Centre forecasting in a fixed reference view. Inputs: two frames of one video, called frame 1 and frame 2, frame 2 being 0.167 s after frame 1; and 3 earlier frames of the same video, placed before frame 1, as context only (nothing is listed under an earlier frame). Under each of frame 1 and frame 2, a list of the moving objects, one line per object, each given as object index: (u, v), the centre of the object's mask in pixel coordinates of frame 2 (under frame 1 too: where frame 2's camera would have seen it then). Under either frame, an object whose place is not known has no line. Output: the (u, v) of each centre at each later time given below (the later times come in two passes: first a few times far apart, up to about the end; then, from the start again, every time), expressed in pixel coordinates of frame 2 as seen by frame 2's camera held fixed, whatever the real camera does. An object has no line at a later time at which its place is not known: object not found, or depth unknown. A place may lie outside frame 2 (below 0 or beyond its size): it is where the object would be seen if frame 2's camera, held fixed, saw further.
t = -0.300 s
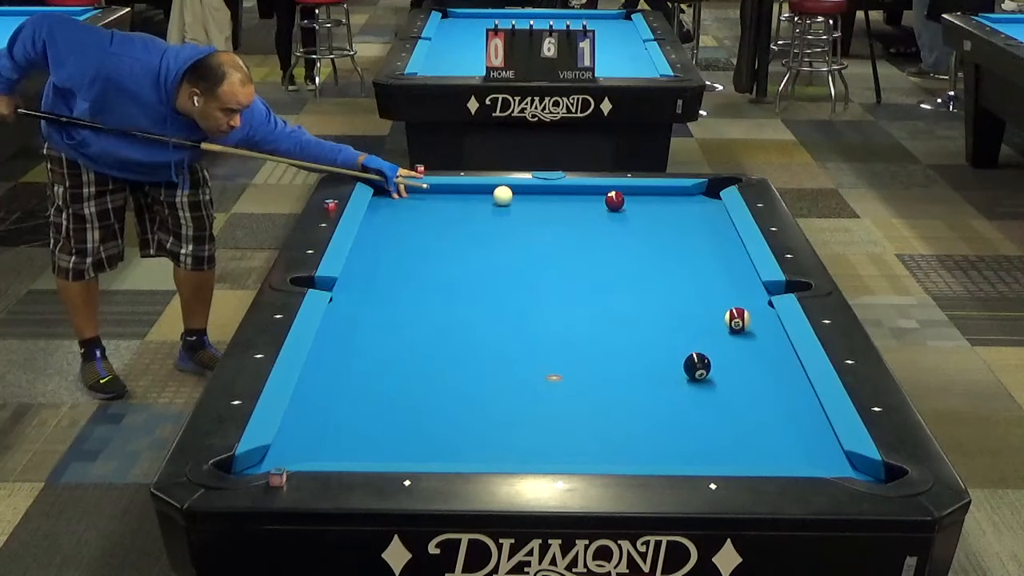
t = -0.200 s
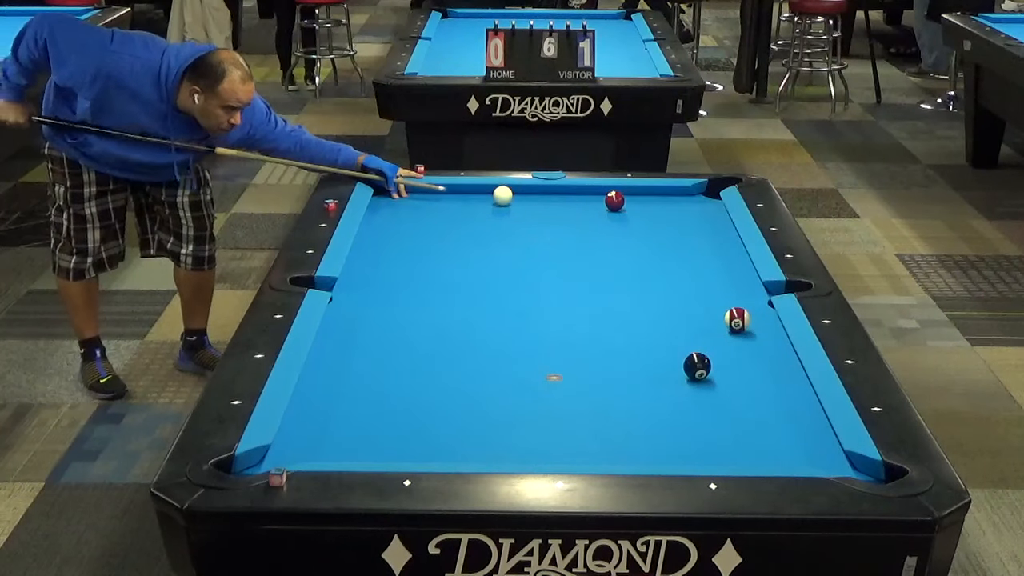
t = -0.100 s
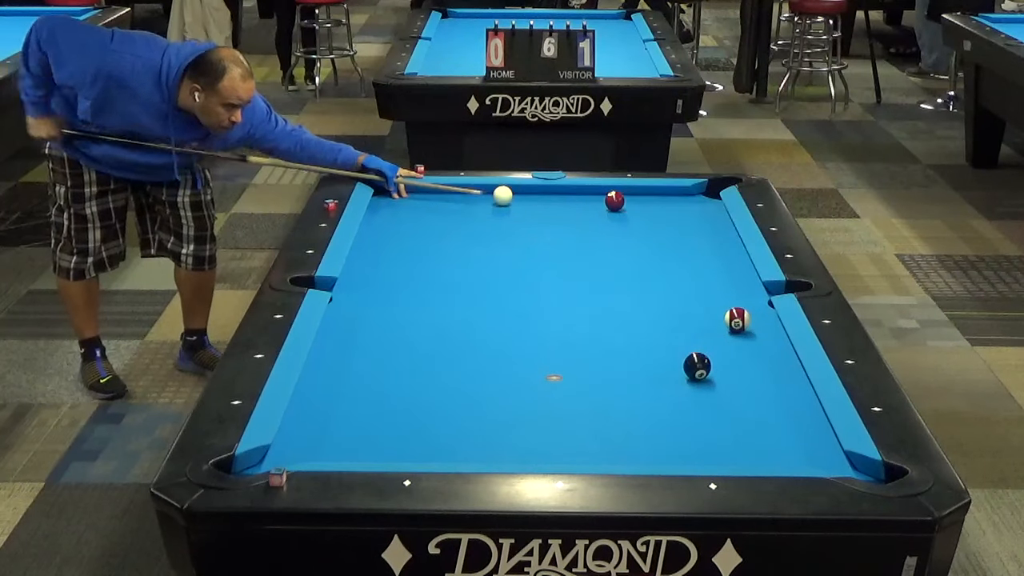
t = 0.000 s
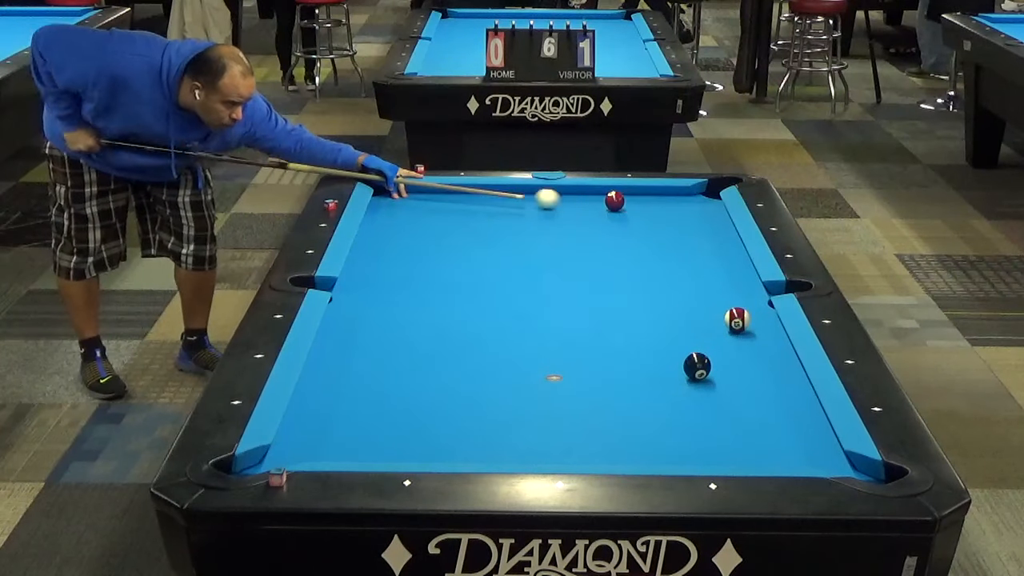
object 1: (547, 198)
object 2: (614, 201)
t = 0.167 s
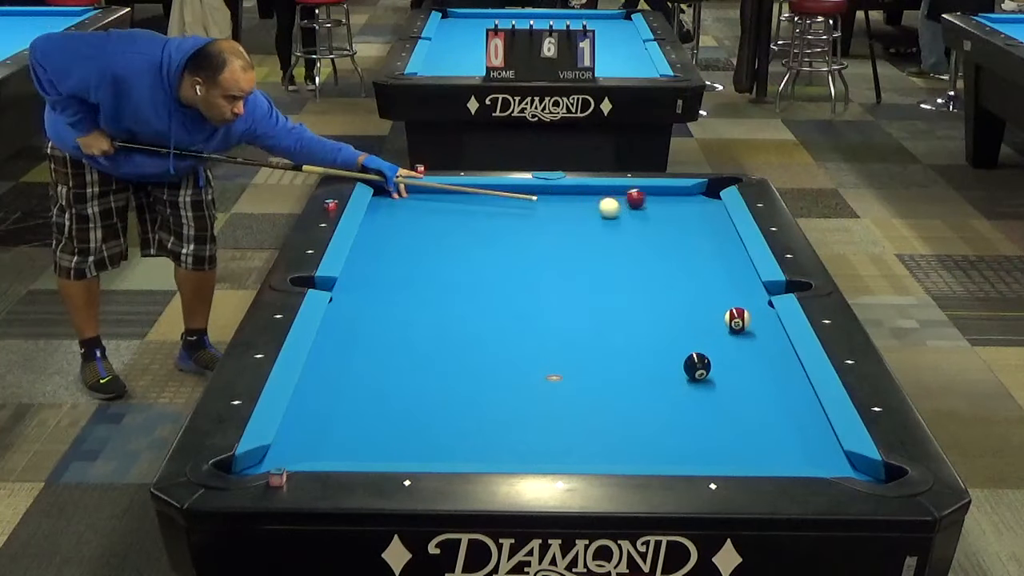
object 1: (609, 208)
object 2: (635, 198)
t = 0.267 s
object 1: (631, 215)
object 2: (659, 196)
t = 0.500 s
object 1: (687, 231)
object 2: (707, 191)
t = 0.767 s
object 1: (725, 253)
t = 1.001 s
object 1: (698, 273)
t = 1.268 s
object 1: (666, 298)
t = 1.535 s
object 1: (631, 325)
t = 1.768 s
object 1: (598, 350)
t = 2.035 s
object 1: (558, 381)
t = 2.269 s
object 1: (520, 411)
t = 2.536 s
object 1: (473, 447)
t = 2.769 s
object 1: (432, 447)
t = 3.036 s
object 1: (391, 425)
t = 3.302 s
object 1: (355, 404)
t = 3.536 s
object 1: (327, 388)
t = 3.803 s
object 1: (325, 373)
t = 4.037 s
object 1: (346, 362)
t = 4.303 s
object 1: (368, 351)
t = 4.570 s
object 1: (388, 342)
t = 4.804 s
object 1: (403, 334)
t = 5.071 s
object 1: (419, 326)
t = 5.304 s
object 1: (432, 320)
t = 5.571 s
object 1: (445, 315)
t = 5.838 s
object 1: (457, 309)
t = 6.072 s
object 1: (466, 305)
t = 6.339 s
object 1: (475, 301)
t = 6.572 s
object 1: (481, 298)
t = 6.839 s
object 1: (488, 296)
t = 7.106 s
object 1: (492, 294)
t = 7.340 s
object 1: (495, 292)
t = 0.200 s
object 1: (616, 210)
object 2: (644, 197)
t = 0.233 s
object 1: (624, 213)
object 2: (652, 197)
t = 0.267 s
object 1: (631, 215)
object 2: (659, 196)
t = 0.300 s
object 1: (639, 217)
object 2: (666, 195)
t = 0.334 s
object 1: (647, 219)
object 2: (673, 194)
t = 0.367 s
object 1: (655, 222)
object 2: (680, 194)
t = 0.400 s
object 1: (663, 224)
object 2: (686, 193)
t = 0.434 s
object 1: (671, 227)
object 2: (693, 192)
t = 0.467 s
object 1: (679, 229)
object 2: (700, 191)
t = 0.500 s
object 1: (687, 231)
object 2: (707, 191)
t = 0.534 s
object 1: (695, 234)
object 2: (712, 189)
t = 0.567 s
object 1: (704, 237)
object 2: (717, 188)
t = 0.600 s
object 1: (712, 239)
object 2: (722, 186)
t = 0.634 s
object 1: (720, 242)
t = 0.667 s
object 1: (729, 244)
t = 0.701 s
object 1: (732, 247)
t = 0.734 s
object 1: (728, 250)
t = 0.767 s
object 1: (725, 253)
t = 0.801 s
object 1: (721, 255)
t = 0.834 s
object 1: (717, 258)
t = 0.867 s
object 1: (713, 261)
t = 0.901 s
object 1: (710, 264)
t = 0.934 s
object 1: (706, 267)
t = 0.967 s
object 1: (702, 270)
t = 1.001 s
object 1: (698, 273)
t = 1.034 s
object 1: (694, 275)
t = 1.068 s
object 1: (690, 279)
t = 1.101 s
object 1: (686, 282)
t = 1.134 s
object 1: (682, 285)
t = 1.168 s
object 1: (678, 288)
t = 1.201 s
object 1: (674, 291)
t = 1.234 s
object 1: (670, 294)
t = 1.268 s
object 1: (666, 298)
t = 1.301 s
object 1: (662, 301)
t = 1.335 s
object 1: (657, 304)
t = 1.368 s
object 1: (653, 307)
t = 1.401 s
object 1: (649, 311)
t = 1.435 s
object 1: (644, 314)
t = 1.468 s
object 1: (640, 318)
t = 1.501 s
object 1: (635, 321)
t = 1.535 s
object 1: (631, 325)
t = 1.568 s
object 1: (626, 328)
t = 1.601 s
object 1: (622, 332)
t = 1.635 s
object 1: (617, 335)
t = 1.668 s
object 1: (612, 339)
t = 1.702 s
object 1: (608, 343)
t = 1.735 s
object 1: (603, 347)
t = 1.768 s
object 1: (598, 350)
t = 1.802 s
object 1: (594, 354)
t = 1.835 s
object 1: (588, 358)
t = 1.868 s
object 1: (584, 362)
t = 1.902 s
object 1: (578, 365)
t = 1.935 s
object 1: (573, 369)
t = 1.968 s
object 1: (568, 373)
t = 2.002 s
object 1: (563, 377)
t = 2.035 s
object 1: (558, 381)
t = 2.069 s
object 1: (552, 385)
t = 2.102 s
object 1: (547, 390)
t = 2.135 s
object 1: (541, 394)
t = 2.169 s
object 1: (536, 398)
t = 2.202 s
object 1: (531, 402)
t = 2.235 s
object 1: (526, 406)
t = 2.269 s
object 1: (520, 411)
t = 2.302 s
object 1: (514, 415)
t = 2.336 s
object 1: (508, 420)
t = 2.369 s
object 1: (502, 424)
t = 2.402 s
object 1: (496, 428)
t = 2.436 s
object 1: (490, 433)
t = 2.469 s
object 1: (485, 438)
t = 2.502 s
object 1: (478, 442)
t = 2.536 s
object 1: (473, 447)
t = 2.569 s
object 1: (467, 449)
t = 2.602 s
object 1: (461, 452)
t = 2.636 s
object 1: (455, 455)
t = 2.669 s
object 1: (449, 453)
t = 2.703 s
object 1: (443, 451)
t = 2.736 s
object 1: (438, 450)
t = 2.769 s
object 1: (432, 447)
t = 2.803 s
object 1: (426, 445)
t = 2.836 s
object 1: (421, 442)
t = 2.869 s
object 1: (416, 440)
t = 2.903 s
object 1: (411, 437)
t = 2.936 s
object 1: (406, 434)
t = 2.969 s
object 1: (401, 431)
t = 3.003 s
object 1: (396, 428)
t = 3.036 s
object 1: (391, 425)
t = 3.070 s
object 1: (386, 422)
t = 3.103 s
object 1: (382, 420)
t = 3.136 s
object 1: (377, 417)
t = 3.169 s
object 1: (372, 414)
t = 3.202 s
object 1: (368, 412)
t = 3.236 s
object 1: (363, 409)
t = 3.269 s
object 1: (359, 406)
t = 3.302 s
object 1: (355, 404)
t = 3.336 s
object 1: (351, 402)
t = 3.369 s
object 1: (347, 399)
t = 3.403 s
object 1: (343, 397)
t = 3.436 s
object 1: (339, 395)
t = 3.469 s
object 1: (335, 392)
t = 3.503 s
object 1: (331, 390)
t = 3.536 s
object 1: (327, 388)
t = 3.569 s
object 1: (323, 385)
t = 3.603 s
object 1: (320, 383)
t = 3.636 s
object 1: (316, 381)
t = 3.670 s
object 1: (313, 379)
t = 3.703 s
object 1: (316, 377)
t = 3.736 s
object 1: (319, 376)
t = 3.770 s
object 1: (322, 374)
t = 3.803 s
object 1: (325, 373)
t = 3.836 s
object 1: (328, 371)
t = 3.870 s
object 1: (331, 370)
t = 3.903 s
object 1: (334, 368)
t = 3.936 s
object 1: (337, 367)
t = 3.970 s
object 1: (340, 365)
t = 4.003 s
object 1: (343, 364)
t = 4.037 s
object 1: (346, 362)
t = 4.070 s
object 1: (349, 361)
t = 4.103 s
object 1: (352, 359)
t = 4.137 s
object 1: (355, 358)
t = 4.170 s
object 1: (358, 356)
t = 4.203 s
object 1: (360, 355)
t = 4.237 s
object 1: (363, 354)
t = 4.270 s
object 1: (366, 353)
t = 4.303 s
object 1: (368, 351)
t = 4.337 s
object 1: (371, 350)
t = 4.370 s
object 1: (373, 349)
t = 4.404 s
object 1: (376, 348)
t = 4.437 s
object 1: (378, 346)
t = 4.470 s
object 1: (381, 345)
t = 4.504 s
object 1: (383, 344)
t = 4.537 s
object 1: (385, 343)
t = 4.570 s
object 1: (388, 342)
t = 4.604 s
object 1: (390, 340)
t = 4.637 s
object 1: (392, 339)
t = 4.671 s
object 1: (395, 338)
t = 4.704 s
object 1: (397, 337)
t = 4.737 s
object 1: (399, 336)
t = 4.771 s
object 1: (401, 335)
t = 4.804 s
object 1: (403, 334)
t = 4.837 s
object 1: (405, 333)
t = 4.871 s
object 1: (407, 332)
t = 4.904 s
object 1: (410, 331)
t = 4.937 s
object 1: (412, 330)
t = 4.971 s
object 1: (413, 329)
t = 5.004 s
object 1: (416, 328)
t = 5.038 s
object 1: (417, 327)
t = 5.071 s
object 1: (419, 326)
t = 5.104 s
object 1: (421, 325)
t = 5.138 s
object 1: (423, 325)
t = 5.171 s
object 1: (425, 324)
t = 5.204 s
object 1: (427, 323)
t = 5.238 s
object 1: (428, 322)
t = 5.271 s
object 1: (430, 321)
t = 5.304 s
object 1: (432, 320)
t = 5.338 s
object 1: (434, 320)
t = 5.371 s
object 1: (435, 319)
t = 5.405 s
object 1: (437, 318)
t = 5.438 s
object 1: (439, 317)
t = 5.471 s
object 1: (440, 317)
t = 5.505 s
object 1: (442, 316)
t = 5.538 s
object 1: (444, 315)
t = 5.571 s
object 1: (445, 315)
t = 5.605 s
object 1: (447, 314)
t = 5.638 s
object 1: (448, 313)
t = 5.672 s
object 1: (450, 313)
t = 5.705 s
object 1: (451, 312)
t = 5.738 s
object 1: (453, 311)
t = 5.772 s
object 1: (454, 311)
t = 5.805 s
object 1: (456, 310)
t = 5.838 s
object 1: (457, 309)
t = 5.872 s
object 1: (459, 309)
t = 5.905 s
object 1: (460, 308)
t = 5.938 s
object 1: (461, 308)
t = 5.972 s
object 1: (463, 307)
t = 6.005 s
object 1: (464, 306)
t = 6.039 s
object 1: (465, 306)
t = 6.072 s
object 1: (466, 305)
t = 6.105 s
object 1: (468, 305)
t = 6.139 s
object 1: (469, 304)
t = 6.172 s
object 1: (470, 304)
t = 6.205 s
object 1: (471, 303)
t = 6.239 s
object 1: (472, 303)
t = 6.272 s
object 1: (473, 302)
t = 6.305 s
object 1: (474, 302)
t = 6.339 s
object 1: (475, 301)
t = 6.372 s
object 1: (476, 301)
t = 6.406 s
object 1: (477, 300)
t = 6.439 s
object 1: (478, 300)
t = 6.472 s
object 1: (479, 300)
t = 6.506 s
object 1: (480, 299)
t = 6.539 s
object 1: (480, 299)
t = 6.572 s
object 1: (481, 298)
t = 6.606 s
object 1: (482, 298)
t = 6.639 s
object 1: (483, 298)
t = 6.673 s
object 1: (484, 297)
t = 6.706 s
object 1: (485, 297)
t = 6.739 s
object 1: (485, 296)
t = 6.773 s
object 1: (486, 296)
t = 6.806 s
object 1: (487, 296)
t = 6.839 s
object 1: (488, 296)
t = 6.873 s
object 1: (488, 295)
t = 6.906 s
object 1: (489, 295)
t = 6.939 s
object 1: (489, 295)
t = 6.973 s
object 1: (490, 295)
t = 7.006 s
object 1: (490, 294)
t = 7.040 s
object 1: (491, 294)
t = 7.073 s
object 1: (491, 294)
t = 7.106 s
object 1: (492, 294)
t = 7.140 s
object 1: (492, 293)
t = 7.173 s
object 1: (493, 293)
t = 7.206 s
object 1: (493, 293)
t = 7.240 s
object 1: (494, 293)
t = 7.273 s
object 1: (494, 293)
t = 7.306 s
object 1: (495, 292)
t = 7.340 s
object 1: (495, 292)
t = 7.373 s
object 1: (495, 292)
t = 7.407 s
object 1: (496, 292)
